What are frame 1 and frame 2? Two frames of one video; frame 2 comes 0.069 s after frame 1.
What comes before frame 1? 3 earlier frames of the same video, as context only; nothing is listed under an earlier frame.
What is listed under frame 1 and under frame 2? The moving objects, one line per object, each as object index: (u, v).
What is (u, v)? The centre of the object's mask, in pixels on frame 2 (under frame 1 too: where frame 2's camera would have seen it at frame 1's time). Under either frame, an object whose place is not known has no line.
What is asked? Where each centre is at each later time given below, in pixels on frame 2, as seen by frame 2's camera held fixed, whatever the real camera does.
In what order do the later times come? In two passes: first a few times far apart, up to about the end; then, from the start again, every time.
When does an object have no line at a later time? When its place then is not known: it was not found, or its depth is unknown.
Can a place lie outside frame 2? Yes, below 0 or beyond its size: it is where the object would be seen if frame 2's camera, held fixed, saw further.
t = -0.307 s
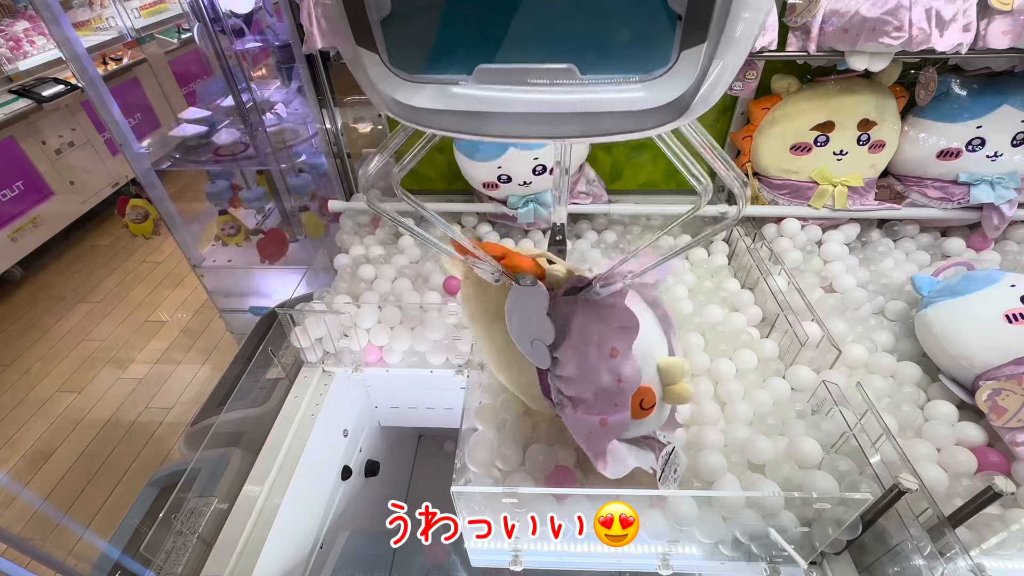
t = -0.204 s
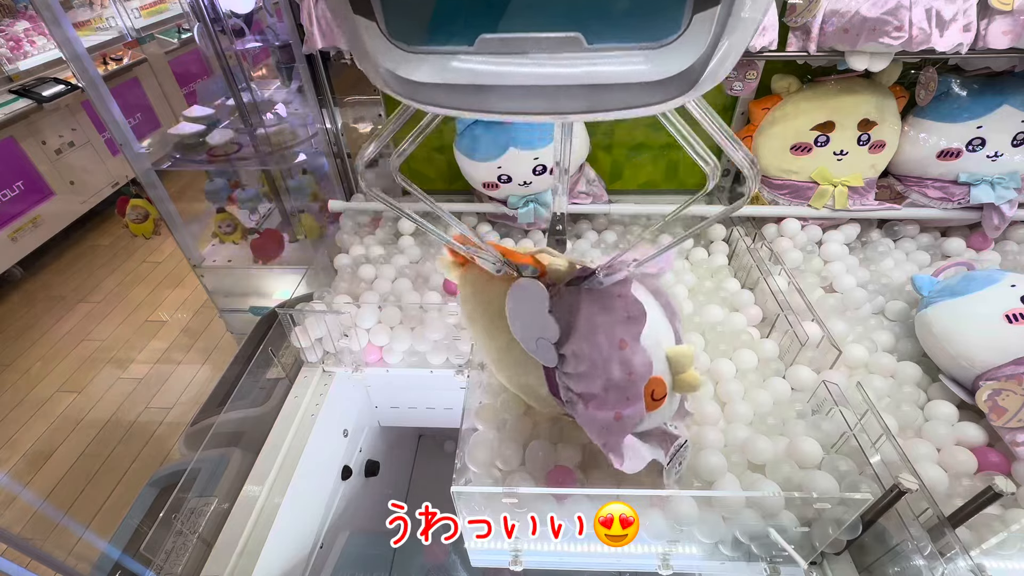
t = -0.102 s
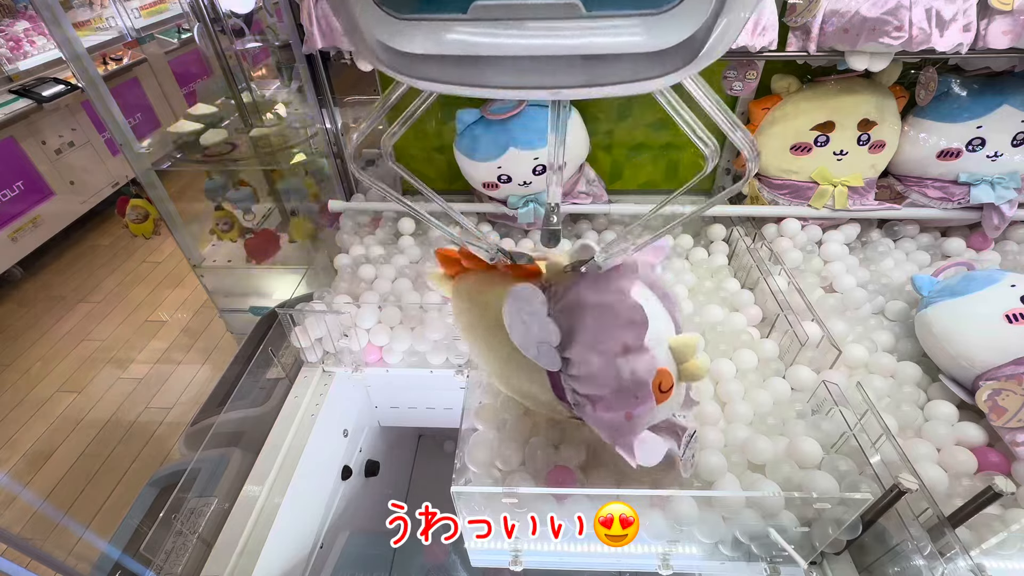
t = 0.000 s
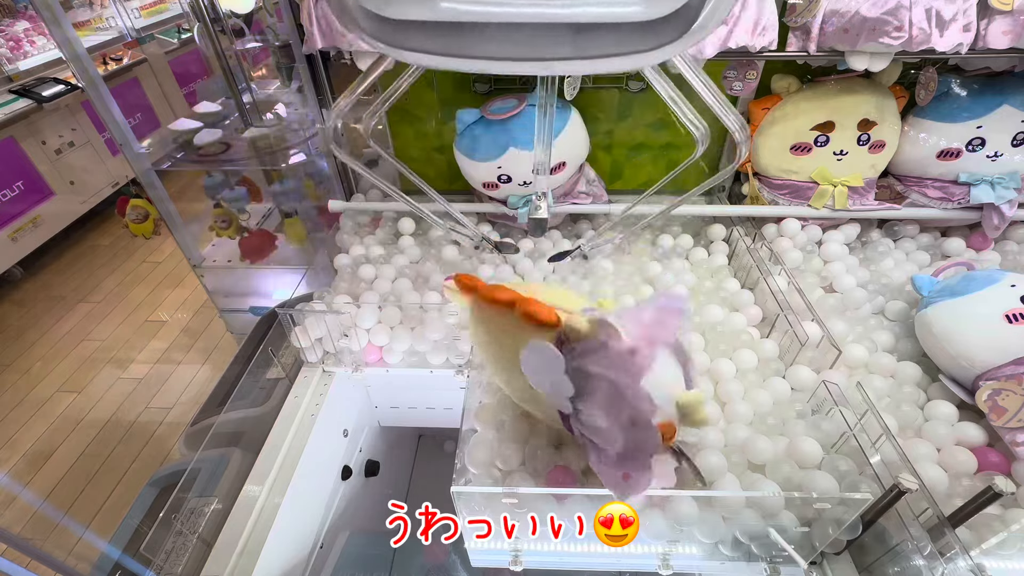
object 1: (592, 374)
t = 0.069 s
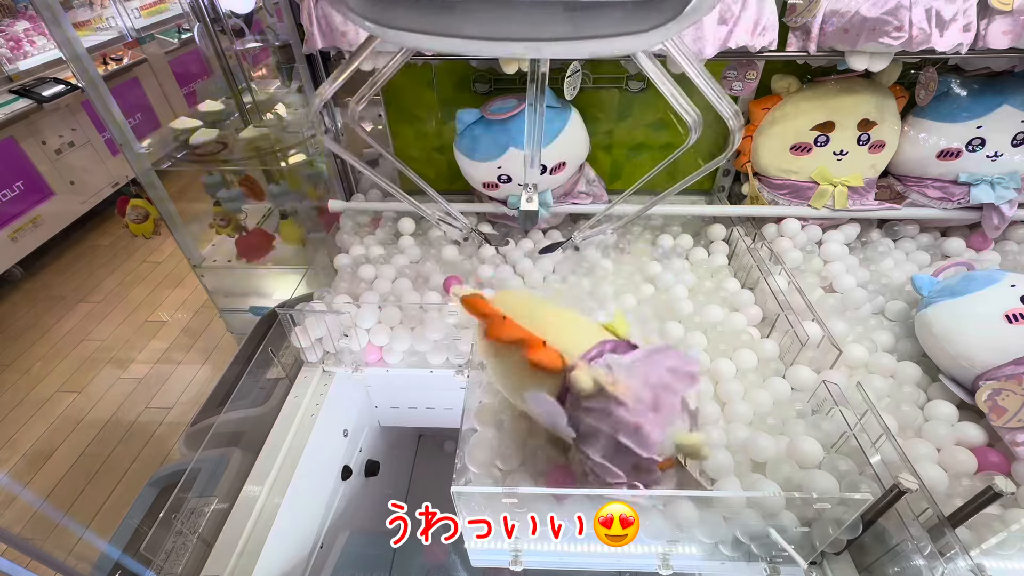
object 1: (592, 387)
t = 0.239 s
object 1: (570, 408)
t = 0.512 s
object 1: (582, 401)
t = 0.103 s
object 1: (584, 391)
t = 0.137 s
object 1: (577, 400)
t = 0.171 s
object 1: (570, 409)
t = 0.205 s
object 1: (567, 410)
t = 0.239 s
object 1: (570, 408)
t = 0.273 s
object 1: (574, 405)
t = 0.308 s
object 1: (576, 405)
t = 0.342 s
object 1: (578, 403)
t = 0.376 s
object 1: (579, 401)
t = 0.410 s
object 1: (581, 400)
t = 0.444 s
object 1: (582, 400)
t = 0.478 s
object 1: (582, 400)
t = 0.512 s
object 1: (582, 401)
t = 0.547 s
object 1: (582, 400)
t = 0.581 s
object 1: (582, 400)
